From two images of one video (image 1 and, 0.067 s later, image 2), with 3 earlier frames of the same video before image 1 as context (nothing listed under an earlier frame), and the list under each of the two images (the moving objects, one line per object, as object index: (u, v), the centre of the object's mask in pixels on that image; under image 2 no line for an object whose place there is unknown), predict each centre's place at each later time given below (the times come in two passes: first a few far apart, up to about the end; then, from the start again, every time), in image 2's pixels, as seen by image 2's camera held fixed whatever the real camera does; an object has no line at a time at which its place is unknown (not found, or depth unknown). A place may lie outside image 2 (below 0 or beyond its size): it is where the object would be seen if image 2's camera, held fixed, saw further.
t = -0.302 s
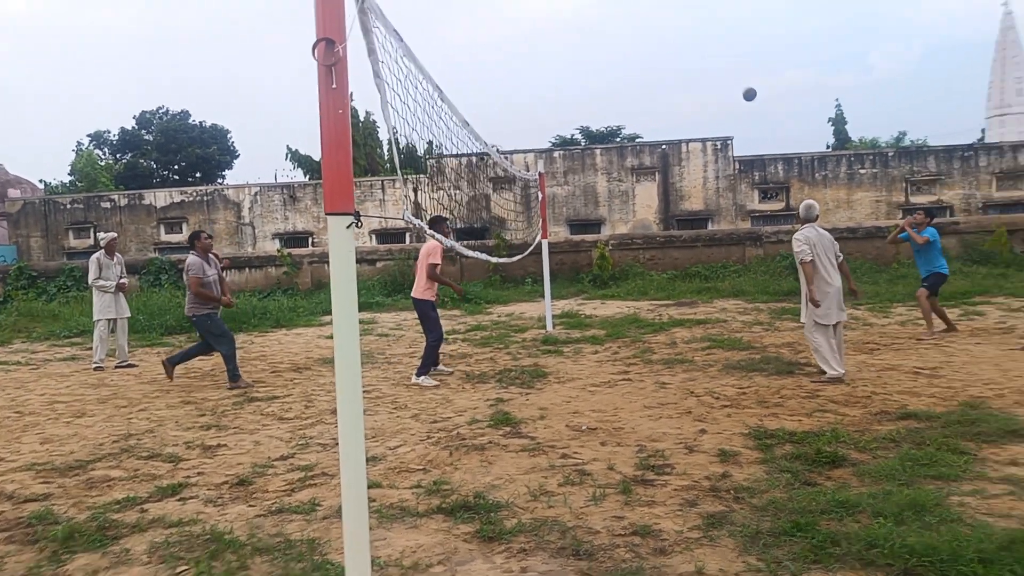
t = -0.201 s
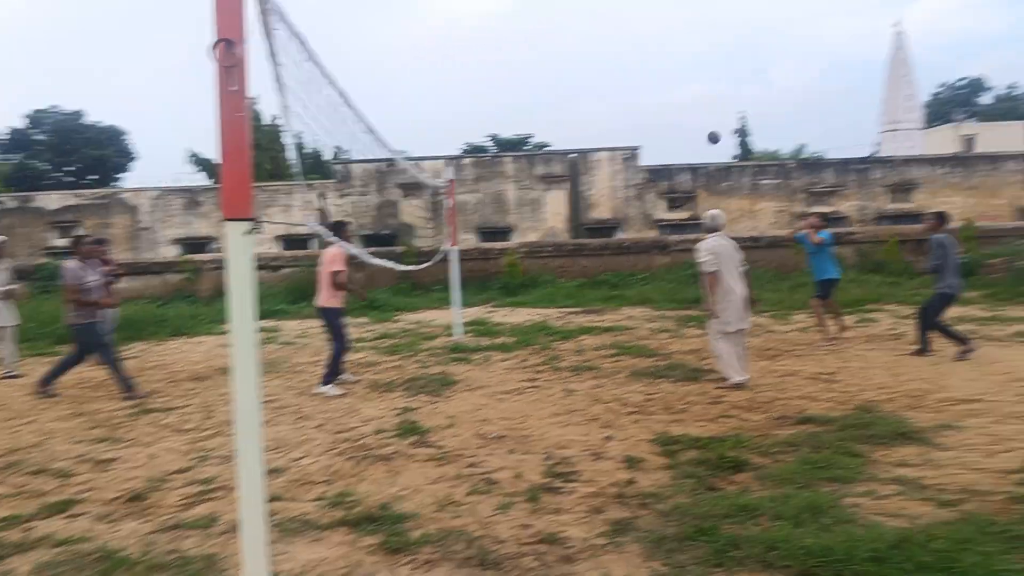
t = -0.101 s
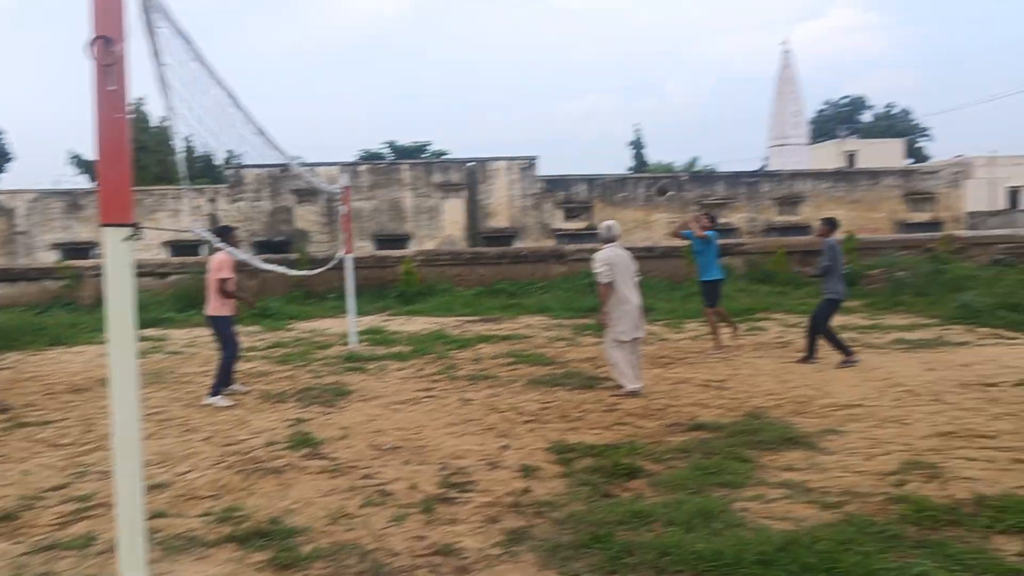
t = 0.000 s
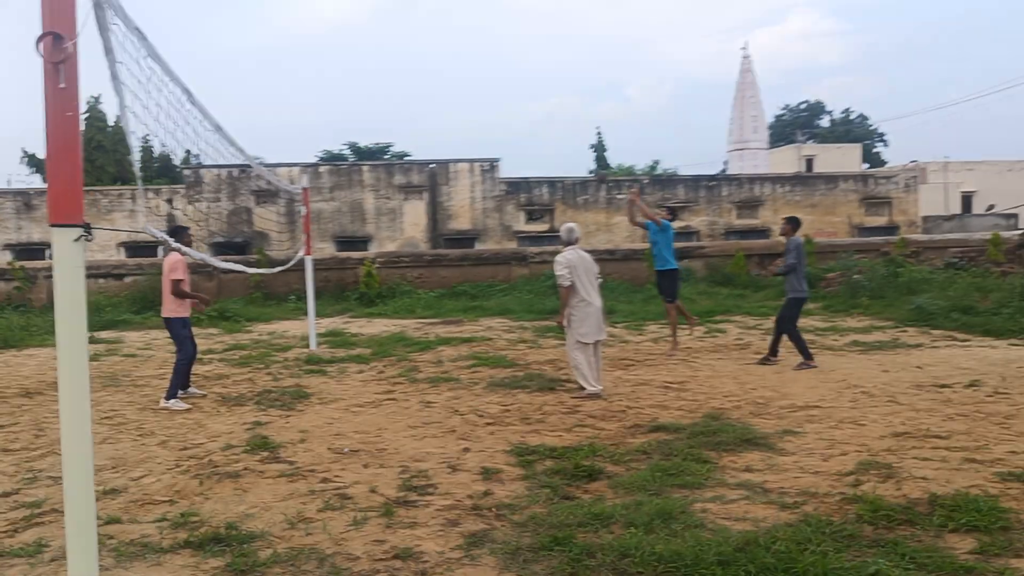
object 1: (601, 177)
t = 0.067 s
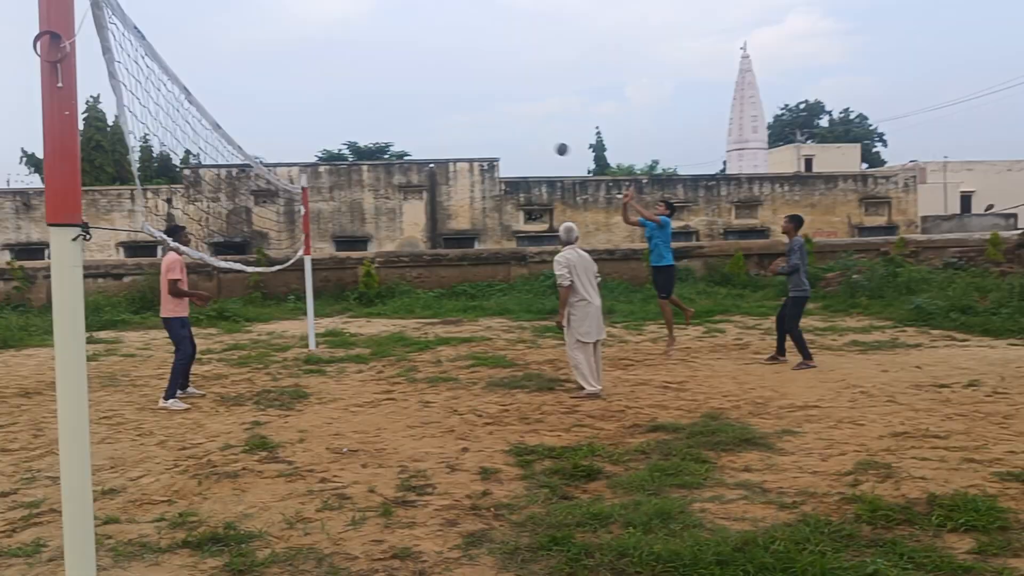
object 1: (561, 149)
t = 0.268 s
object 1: (442, 89)
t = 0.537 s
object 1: (279, 60)
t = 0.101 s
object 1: (542, 137)
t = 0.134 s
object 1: (521, 125)
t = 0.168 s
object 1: (501, 115)
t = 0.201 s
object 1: (482, 105)
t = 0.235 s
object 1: (462, 97)
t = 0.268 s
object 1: (442, 89)
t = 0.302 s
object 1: (422, 82)
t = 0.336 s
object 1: (402, 76)
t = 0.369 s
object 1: (382, 71)
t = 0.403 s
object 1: (362, 67)
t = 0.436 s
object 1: (341, 64)
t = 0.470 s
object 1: (321, 62)
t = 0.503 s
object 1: (300, 60)
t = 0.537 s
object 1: (279, 60)
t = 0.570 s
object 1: (259, 60)
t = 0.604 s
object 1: (238, 60)
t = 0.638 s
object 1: (216, 61)
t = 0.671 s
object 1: (195, 63)
